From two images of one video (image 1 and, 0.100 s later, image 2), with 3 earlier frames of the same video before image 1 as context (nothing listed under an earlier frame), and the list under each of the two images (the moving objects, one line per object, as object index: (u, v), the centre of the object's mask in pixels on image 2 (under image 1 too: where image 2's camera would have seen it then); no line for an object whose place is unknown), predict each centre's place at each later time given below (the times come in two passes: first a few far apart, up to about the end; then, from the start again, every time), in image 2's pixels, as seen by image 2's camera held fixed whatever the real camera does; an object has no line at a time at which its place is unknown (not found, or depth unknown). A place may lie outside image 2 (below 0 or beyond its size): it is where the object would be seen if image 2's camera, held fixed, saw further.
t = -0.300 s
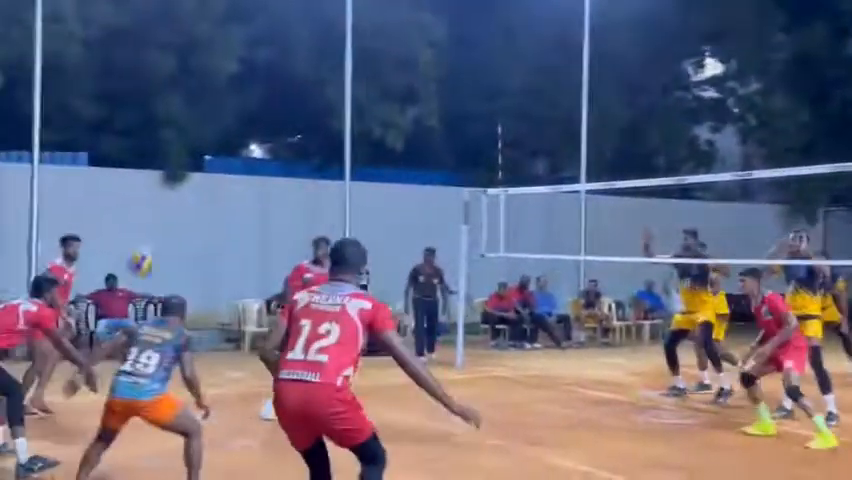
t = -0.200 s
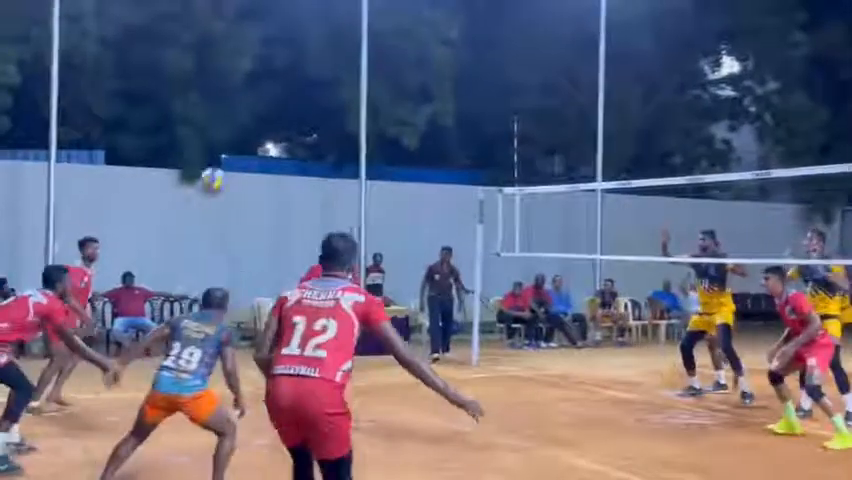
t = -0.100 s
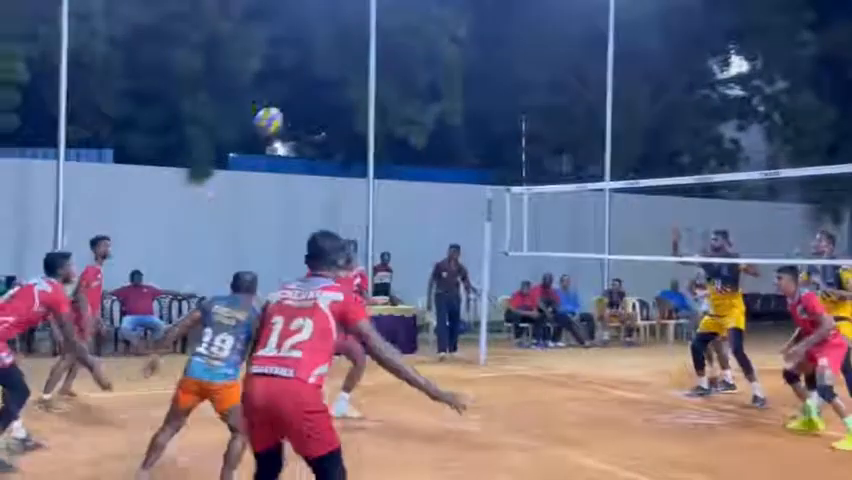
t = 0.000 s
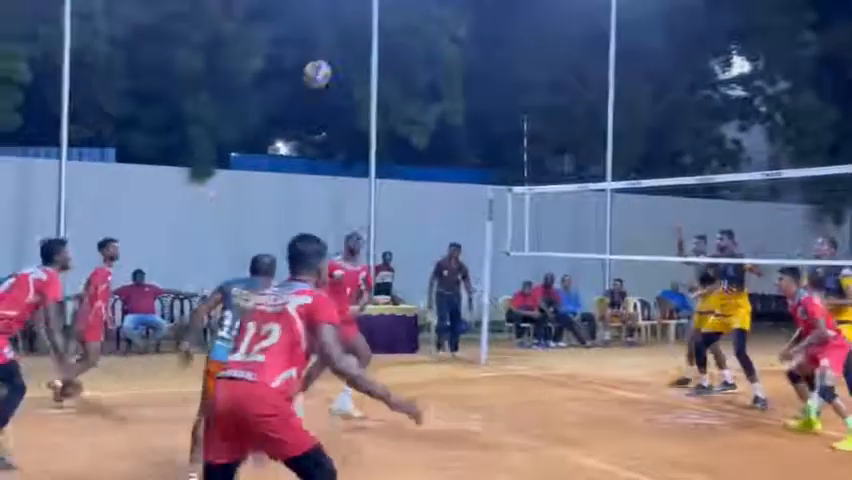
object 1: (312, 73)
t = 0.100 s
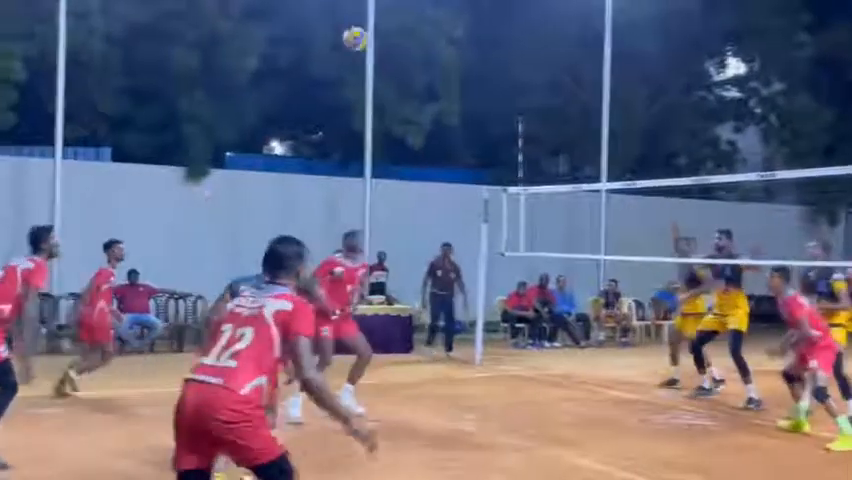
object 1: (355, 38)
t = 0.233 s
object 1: (409, 11)
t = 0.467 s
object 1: (498, 15)
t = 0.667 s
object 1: (567, 59)
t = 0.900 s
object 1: (642, 158)
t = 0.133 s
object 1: (370, 31)
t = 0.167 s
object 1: (385, 23)
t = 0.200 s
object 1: (397, 16)
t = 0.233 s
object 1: (409, 11)
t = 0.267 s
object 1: (423, 8)
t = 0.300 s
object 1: (434, 6)
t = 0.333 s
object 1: (447, 6)
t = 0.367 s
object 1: (462, 7)
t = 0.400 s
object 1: (474, 8)
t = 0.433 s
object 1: (486, 10)
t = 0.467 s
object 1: (498, 15)
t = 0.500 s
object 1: (510, 19)
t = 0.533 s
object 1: (522, 27)
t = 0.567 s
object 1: (533, 33)
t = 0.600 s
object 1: (545, 41)
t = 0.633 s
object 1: (556, 49)
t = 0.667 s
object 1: (567, 59)
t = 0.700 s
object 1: (578, 70)
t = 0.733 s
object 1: (589, 83)
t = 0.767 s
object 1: (599, 95)
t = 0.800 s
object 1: (611, 110)
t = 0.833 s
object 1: (621, 126)
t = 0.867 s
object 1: (632, 142)
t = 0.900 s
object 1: (642, 158)
